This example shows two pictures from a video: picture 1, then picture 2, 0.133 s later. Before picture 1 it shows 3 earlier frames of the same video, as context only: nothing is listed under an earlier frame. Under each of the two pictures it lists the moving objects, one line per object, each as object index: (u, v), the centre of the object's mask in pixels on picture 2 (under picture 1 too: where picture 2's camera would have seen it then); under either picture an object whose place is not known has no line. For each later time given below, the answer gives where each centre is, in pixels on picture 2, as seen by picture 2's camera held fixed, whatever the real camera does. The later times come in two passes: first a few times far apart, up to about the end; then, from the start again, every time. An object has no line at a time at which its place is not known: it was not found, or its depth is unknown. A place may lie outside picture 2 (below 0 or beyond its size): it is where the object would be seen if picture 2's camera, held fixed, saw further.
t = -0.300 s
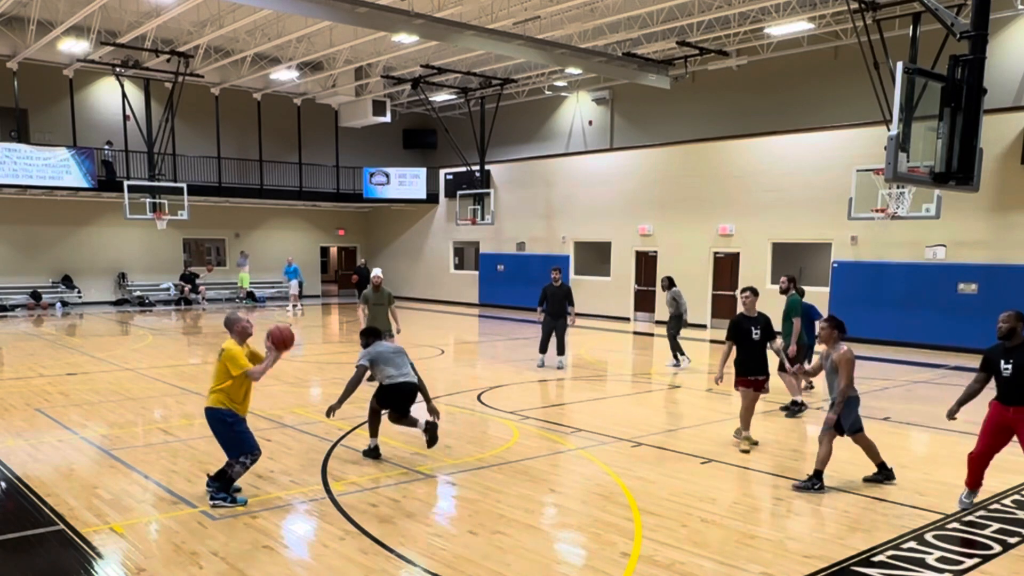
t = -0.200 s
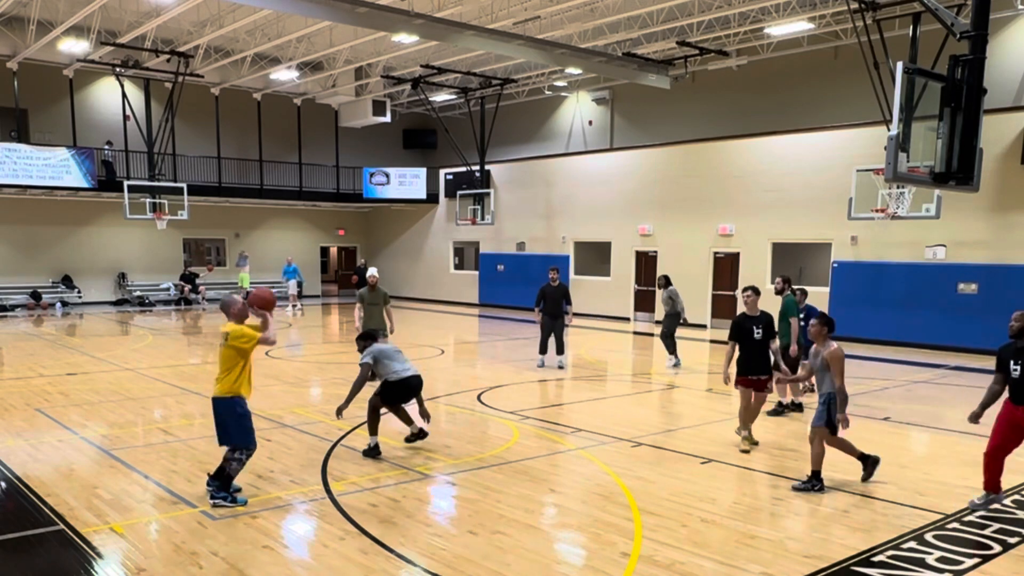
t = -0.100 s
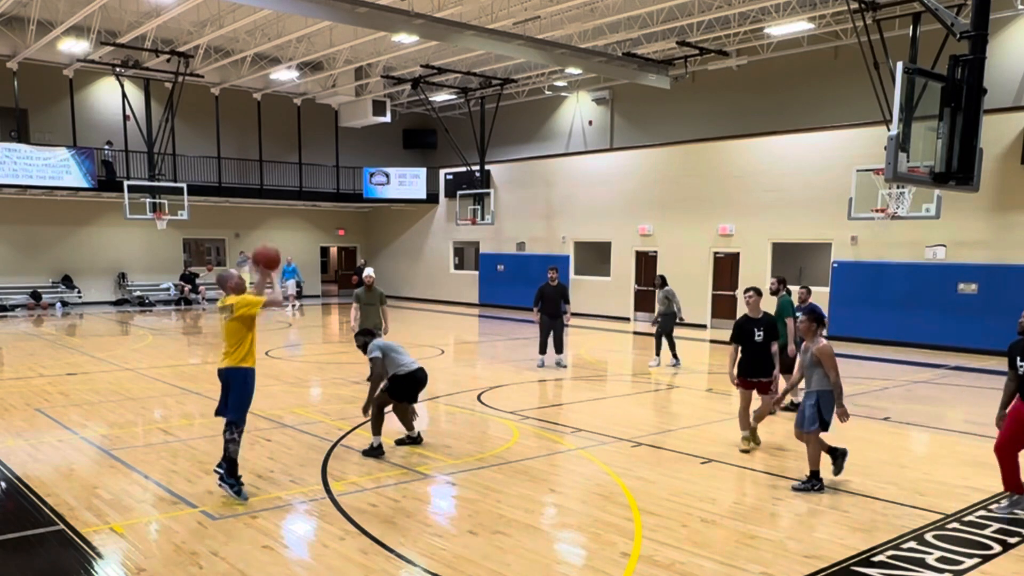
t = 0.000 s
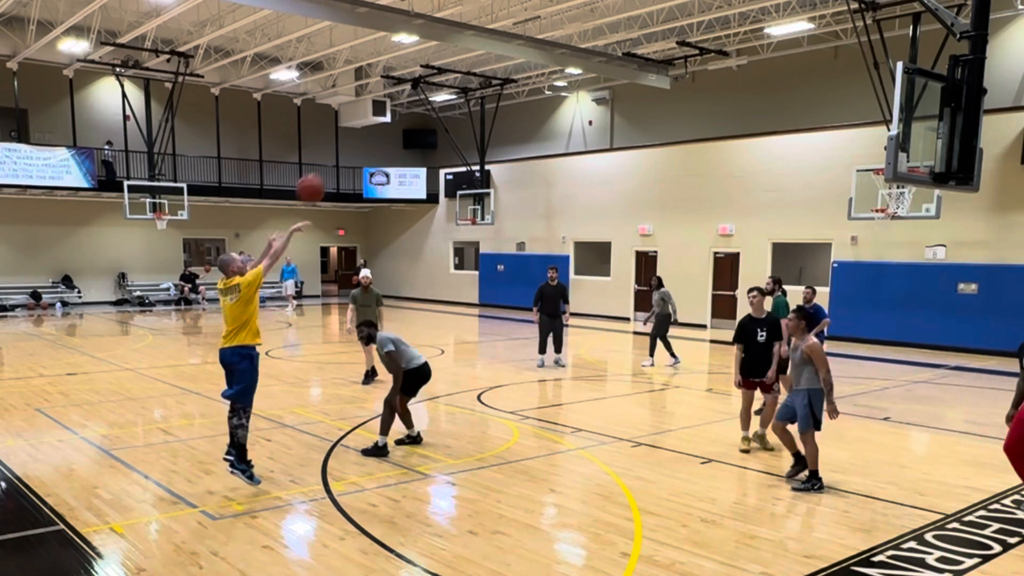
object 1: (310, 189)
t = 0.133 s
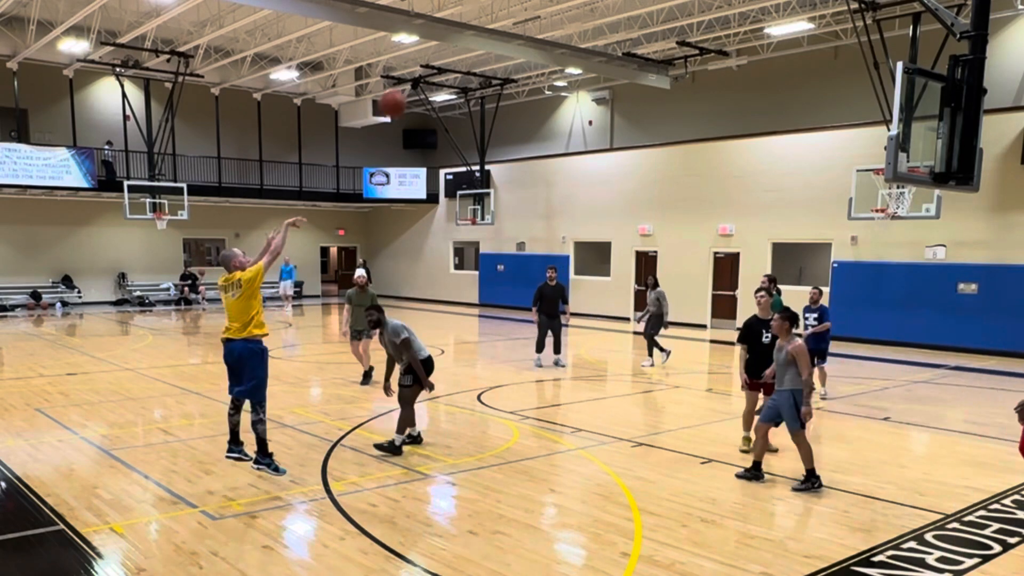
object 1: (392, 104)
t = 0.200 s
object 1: (432, 71)
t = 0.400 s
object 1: (547, 9)
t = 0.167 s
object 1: (413, 87)
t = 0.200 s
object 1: (432, 71)
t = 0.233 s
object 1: (451, 57)
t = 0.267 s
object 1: (471, 43)
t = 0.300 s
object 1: (491, 31)
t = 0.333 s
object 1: (509, 21)
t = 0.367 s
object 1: (528, 13)
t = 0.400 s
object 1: (547, 9)
